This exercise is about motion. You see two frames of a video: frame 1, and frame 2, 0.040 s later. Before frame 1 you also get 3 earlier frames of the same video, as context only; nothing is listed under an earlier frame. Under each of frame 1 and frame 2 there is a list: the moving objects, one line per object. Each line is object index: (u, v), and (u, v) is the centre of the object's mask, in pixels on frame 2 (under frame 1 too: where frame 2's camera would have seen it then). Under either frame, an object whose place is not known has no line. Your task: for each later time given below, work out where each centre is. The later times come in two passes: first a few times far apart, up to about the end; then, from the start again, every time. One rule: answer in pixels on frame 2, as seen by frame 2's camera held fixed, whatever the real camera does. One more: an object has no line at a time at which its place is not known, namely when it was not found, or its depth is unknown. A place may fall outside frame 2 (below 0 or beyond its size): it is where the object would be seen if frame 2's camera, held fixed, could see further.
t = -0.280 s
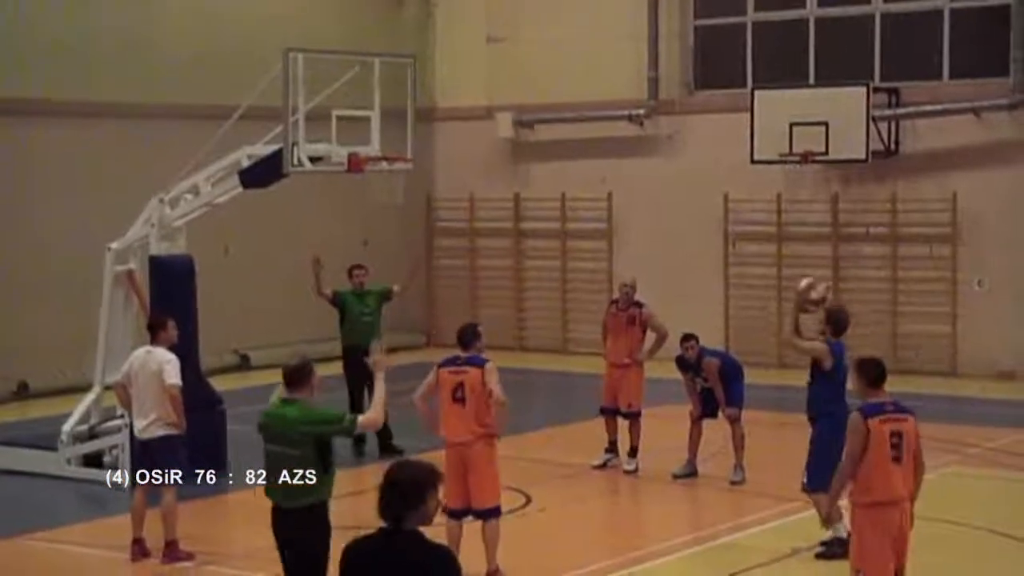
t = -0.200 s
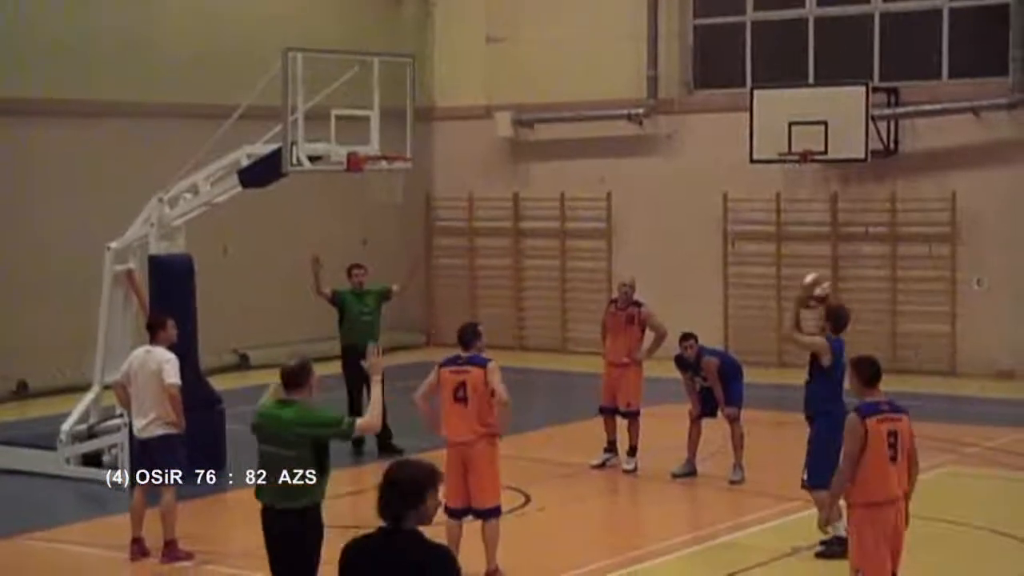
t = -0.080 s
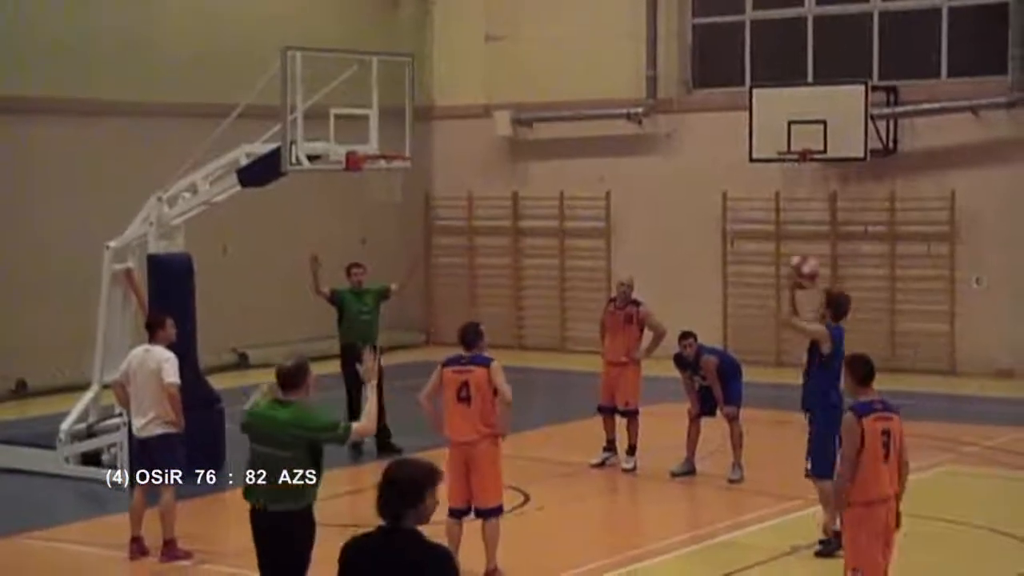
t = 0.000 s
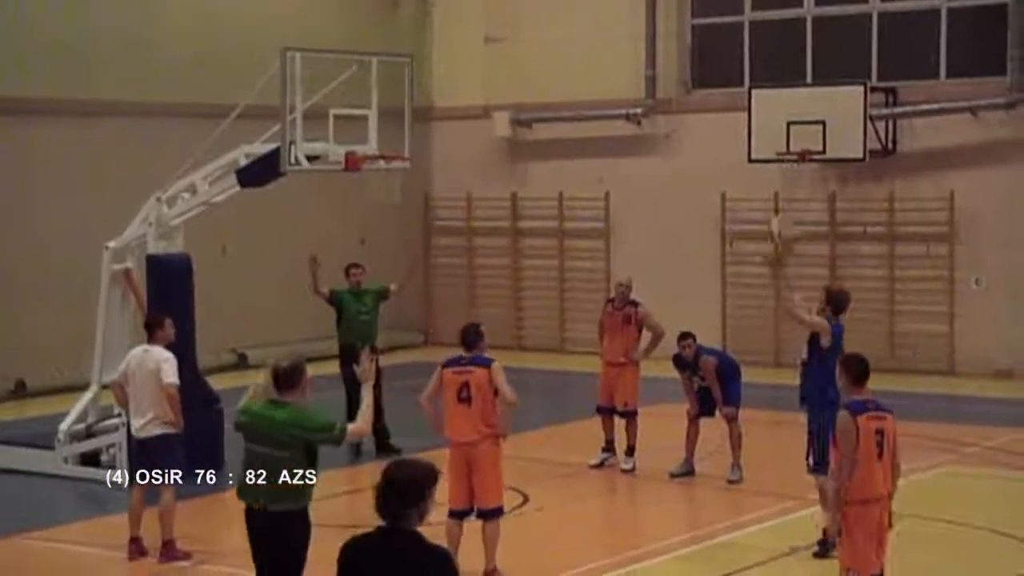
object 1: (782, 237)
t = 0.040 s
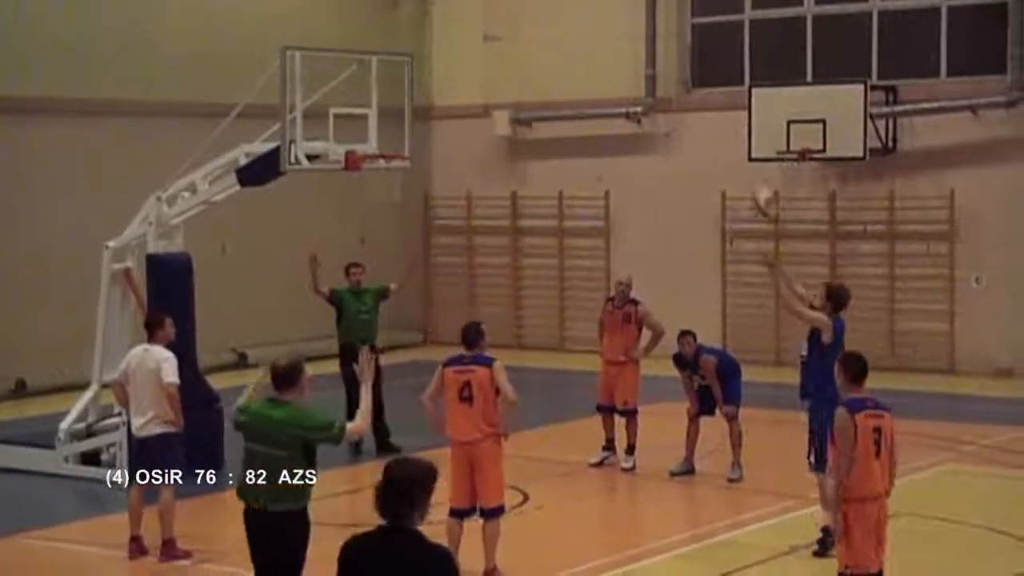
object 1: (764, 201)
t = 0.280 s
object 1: (659, 84)
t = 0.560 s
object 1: (547, 44)
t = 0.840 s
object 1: (445, 94)
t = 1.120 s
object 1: (384, 146)
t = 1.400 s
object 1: (394, 153)
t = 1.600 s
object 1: (371, 174)
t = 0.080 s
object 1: (748, 180)
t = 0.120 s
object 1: (728, 158)
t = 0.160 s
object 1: (711, 135)
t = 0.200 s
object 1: (694, 116)
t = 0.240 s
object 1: (677, 100)
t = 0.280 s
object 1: (659, 84)
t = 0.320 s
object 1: (641, 73)
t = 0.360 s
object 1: (625, 65)
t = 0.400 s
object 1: (609, 57)
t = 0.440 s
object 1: (593, 51)
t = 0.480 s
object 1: (577, 46)
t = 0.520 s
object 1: (562, 44)
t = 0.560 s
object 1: (547, 44)
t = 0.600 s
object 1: (532, 47)
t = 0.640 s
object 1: (517, 51)
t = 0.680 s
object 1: (501, 52)
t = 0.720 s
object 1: (488, 63)
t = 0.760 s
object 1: (473, 71)
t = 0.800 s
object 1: (459, 81)
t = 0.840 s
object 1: (445, 94)
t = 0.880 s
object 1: (430, 101)
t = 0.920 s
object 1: (420, 116)
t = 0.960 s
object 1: (405, 139)
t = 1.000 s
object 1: (398, 143)
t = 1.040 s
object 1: (394, 143)
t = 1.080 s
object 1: (387, 142)
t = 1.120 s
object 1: (384, 146)
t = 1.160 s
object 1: (377, 146)
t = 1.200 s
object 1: (373, 151)
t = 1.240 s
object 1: (374, 148)
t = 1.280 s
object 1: (381, 145)
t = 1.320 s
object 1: (387, 146)
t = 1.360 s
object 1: (393, 150)
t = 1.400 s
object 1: (394, 153)
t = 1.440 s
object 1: (390, 154)
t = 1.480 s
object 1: (385, 157)
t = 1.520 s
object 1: (377, 162)
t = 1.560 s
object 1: (372, 167)
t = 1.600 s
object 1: (371, 174)
